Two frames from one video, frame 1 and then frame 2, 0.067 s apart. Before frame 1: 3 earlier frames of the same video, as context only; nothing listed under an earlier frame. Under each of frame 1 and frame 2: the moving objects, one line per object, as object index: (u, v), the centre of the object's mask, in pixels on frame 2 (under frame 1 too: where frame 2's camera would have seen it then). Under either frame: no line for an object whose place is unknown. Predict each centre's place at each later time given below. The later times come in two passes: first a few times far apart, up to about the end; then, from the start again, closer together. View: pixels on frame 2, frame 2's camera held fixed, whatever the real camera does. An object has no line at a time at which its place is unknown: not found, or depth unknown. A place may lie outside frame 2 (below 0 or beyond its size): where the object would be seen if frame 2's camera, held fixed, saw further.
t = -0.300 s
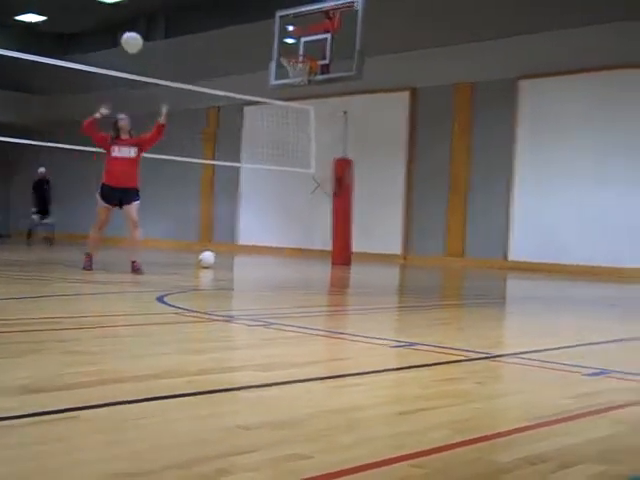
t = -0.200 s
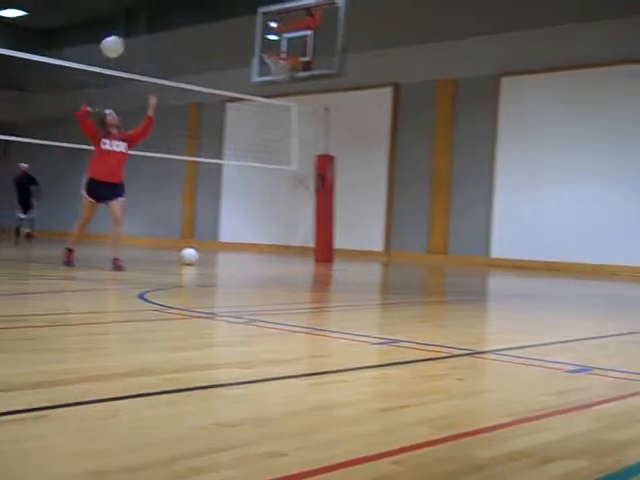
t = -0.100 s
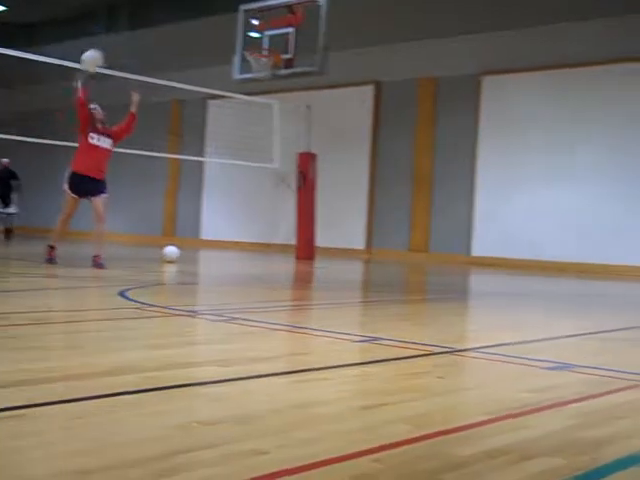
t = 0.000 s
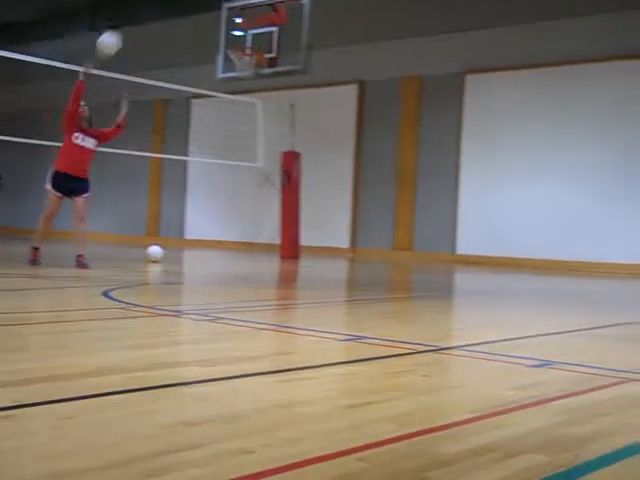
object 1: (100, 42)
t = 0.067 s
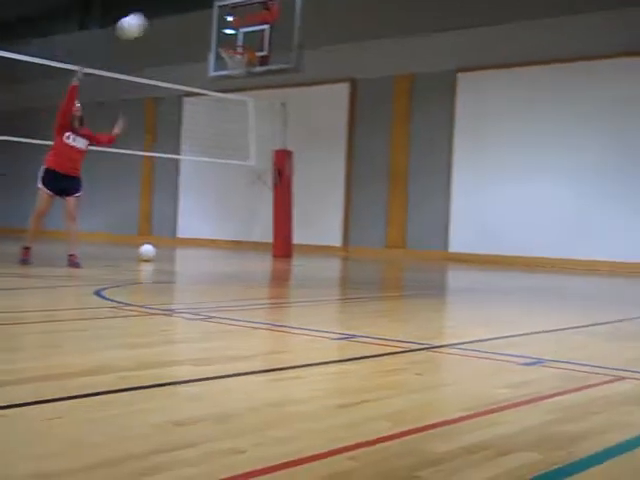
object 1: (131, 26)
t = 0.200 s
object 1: (201, 8)
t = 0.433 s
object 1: (351, 21)
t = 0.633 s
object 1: (516, 99)
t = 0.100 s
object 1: (148, 20)
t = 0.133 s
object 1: (165, 14)
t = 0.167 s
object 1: (183, 11)
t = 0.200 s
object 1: (201, 8)
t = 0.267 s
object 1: (241, 6)
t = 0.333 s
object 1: (285, 9)
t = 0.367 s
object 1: (305, 11)
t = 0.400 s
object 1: (329, 14)
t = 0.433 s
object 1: (351, 21)
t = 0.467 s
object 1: (376, 29)
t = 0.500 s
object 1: (400, 40)
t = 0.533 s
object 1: (428, 53)
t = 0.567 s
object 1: (456, 65)
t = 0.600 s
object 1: (485, 79)
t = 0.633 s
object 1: (516, 99)
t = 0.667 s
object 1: (550, 122)
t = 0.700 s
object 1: (585, 145)
